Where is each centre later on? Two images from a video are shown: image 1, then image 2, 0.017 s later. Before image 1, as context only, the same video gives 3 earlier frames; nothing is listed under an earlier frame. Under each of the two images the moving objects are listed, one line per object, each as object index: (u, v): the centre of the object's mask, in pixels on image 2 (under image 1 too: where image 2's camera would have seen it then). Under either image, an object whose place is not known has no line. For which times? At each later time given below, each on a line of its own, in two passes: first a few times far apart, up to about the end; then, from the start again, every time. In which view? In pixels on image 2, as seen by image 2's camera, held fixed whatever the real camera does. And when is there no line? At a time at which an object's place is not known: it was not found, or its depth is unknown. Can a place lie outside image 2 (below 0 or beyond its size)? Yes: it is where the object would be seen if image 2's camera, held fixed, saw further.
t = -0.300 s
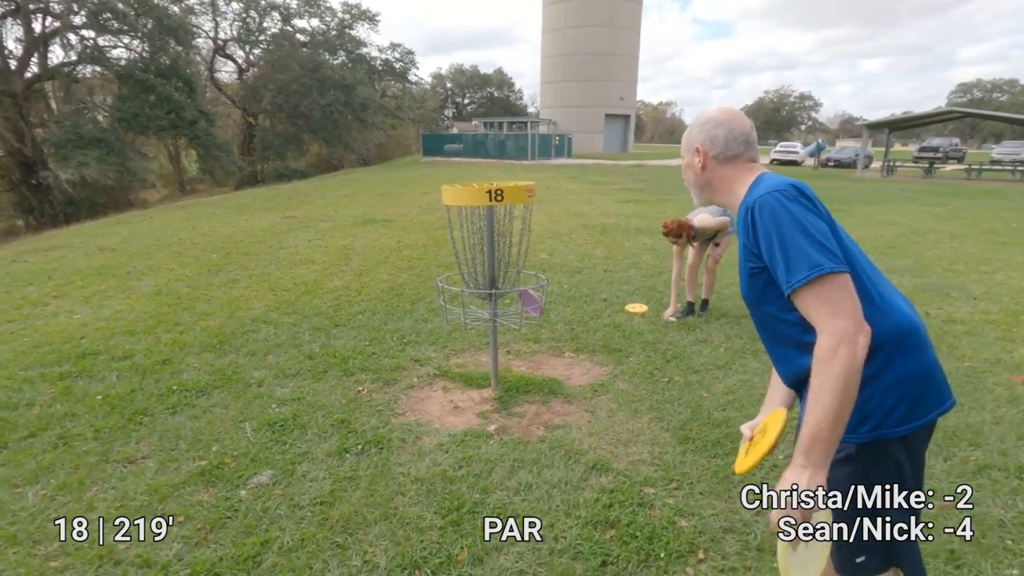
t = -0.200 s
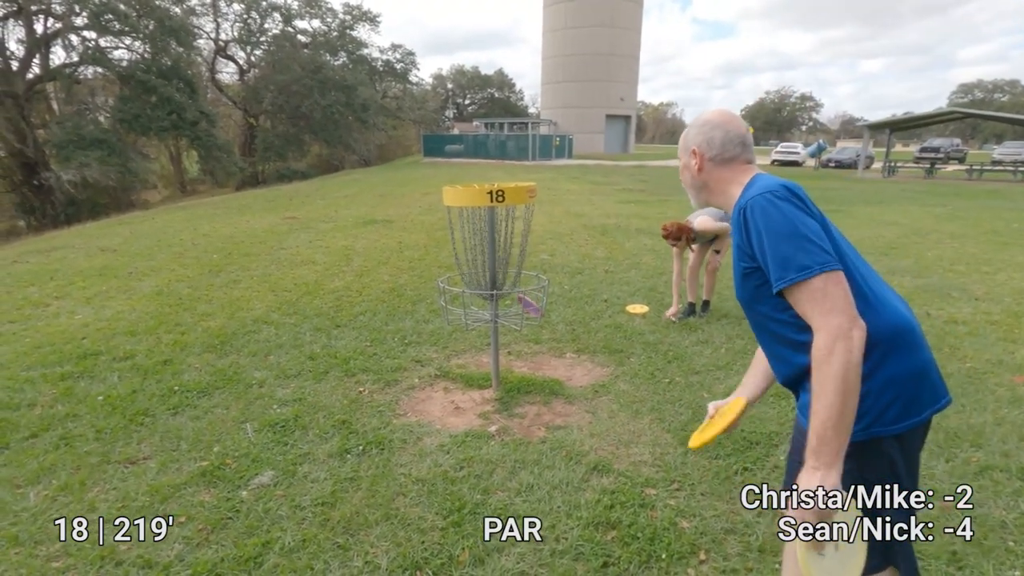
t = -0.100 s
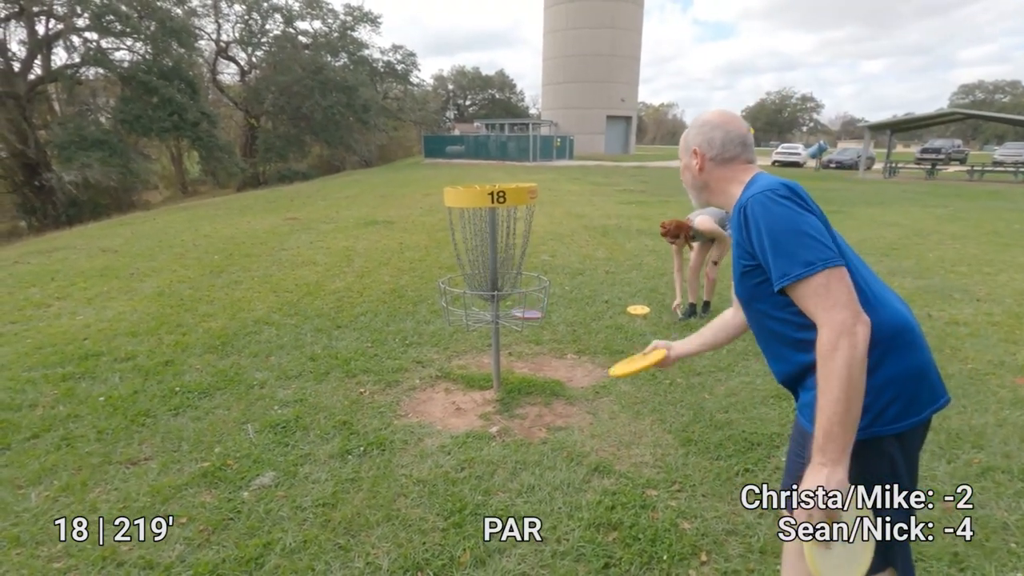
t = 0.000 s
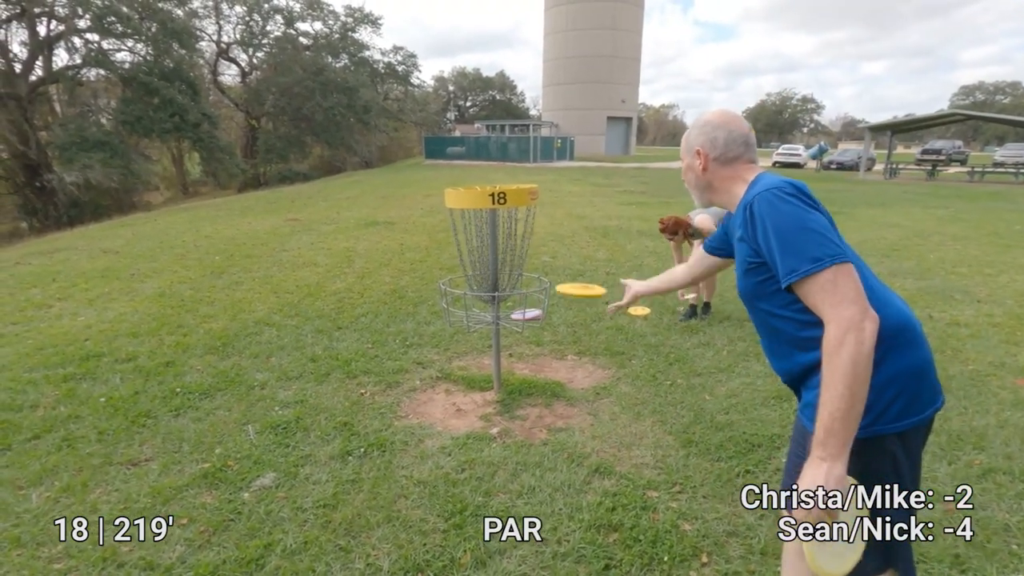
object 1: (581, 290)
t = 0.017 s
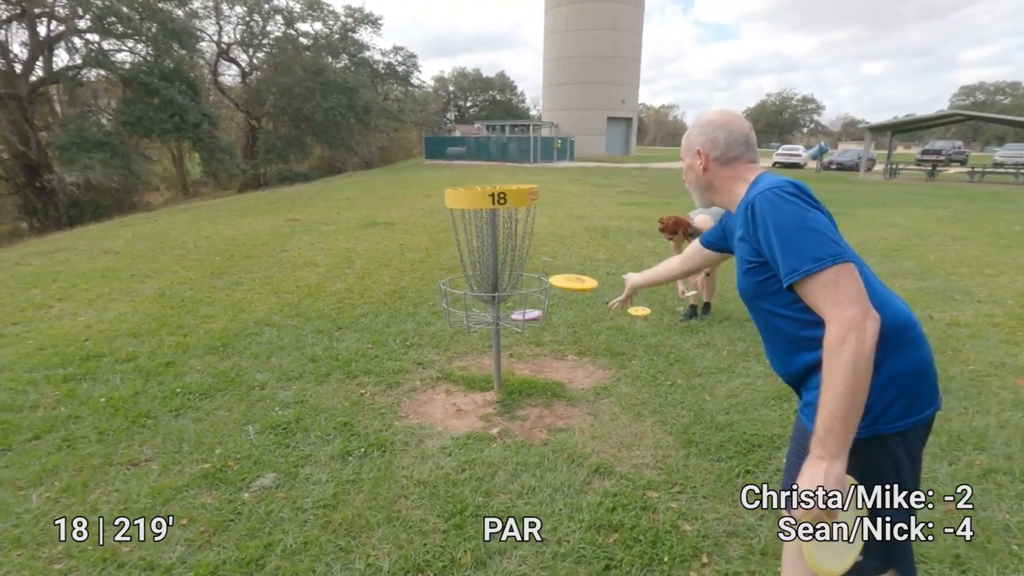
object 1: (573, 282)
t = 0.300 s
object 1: (506, 243)
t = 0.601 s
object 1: (509, 308)
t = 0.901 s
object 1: (510, 308)
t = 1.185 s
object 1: (503, 318)
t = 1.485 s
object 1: (503, 323)
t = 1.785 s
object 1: (503, 322)
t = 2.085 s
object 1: (503, 322)
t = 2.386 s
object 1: (502, 322)
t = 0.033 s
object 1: (566, 275)
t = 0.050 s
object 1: (559, 269)
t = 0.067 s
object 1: (553, 264)
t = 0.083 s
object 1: (547, 260)
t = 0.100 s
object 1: (541, 255)
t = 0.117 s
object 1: (536, 252)
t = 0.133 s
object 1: (530, 249)
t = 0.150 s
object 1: (525, 247)
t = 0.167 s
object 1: (520, 246)
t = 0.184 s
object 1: (516, 245)
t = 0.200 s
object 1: (513, 243)
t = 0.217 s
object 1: (511, 243)
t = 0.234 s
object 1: (509, 242)
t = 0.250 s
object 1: (508, 241)
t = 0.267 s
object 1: (507, 241)
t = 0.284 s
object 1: (506, 242)
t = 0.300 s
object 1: (506, 243)
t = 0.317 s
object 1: (506, 245)
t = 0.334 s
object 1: (505, 246)
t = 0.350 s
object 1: (505, 248)
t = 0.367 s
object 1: (505, 251)
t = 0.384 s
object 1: (505, 254)
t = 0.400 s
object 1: (505, 257)
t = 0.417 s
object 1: (505, 260)
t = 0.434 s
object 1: (505, 265)
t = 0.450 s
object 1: (506, 269)
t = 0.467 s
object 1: (506, 274)
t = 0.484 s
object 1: (506, 277)
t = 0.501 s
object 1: (507, 281)
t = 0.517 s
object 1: (508, 283)
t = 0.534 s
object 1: (508, 287)
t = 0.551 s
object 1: (507, 292)
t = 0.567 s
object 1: (508, 297)
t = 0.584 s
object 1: (508, 303)
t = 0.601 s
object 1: (509, 308)
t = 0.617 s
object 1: (509, 306)
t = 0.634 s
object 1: (509, 305)
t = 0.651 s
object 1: (509, 305)
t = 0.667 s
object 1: (510, 304)
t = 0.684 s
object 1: (510, 304)
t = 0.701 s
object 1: (510, 304)
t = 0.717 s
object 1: (510, 304)
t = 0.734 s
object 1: (510, 304)
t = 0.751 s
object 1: (510, 305)
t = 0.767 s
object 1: (511, 306)
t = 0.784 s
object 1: (511, 307)
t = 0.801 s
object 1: (511, 307)
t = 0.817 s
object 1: (511, 308)
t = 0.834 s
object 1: (511, 308)
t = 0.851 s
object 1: (511, 308)
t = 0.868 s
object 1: (511, 307)
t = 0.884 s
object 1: (510, 308)
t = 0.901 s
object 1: (510, 308)
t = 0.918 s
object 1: (510, 308)
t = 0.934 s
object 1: (510, 309)
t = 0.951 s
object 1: (509, 309)
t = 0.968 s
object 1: (508, 309)
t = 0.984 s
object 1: (508, 310)
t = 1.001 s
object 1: (508, 310)
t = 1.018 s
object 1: (506, 310)
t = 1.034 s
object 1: (506, 312)
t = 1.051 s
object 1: (507, 313)
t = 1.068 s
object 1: (505, 313)
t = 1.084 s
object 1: (505, 314)
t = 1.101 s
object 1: (504, 314)
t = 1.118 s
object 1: (504, 315)
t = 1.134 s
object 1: (503, 317)
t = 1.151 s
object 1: (503, 318)
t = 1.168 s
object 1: (503, 318)
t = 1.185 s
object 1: (503, 318)
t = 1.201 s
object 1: (503, 318)
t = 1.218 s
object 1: (503, 319)
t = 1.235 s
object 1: (503, 320)
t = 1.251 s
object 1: (503, 320)
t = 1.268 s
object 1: (503, 320)
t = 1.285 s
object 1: (504, 320)
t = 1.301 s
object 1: (503, 322)
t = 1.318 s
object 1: (503, 323)
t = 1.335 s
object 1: (502, 322)
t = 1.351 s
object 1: (502, 322)
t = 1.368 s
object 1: (502, 322)
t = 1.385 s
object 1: (503, 322)
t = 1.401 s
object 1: (503, 323)
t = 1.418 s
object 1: (502, 323)
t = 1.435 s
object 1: (502, 323)
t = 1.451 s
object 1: (503, 323)
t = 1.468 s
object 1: (502, 323)
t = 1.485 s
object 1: (503, 323)
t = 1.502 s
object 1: (503, 322)
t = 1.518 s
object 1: (503, 322)
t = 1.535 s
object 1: (503, 322)
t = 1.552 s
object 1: (503, 323)
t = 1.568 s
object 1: (503, 322)
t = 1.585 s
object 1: (503, 322)
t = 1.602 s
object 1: (503, 323)
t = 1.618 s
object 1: (503, 322)
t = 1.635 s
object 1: (503, 322)
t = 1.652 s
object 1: (503, 322)
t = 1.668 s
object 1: (503, 323)
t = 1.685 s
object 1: (503, 323)
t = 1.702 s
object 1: (503, 322)
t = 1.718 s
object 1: (503, 322)
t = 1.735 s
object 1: (503, 322)
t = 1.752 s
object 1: (503, 322)
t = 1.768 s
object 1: (504, 322)
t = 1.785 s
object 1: (503, 322)
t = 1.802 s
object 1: (503, 322)
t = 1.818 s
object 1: (503, 322)
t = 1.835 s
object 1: (503, 322)
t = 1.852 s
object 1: (503, 322)
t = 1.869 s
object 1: (503, 322)
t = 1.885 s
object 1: (503, 322)
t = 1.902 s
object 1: (503, 322)
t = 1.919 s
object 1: (503, 322)
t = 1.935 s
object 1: (503, 322)
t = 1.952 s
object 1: (503, 322)
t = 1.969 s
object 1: (503, 322)
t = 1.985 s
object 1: (503, 322)
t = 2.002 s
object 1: (503, 322)
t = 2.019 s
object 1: (503, 322)
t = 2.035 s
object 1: (503, 322)
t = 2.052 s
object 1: (503, 323)
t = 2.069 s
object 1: (503, 322)
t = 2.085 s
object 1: (503, 322)
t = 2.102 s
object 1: (503, 322)
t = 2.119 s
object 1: (503, 322)
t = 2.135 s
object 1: (503, 322)
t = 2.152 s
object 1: (503, 322)
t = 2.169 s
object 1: (503, 322)
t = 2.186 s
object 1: (503, 322)
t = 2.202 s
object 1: (503, 322)
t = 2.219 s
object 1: (502, 322)
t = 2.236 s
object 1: (503, 322)
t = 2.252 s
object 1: (502, 322)
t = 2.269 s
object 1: (502, 322)
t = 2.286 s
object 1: (502, 322)
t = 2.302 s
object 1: (503, 323)
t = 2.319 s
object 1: (503, 322)
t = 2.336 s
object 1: (503, 322)
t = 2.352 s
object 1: (503, 322)
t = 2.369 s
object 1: (503, 322)
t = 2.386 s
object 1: (502, 322)
